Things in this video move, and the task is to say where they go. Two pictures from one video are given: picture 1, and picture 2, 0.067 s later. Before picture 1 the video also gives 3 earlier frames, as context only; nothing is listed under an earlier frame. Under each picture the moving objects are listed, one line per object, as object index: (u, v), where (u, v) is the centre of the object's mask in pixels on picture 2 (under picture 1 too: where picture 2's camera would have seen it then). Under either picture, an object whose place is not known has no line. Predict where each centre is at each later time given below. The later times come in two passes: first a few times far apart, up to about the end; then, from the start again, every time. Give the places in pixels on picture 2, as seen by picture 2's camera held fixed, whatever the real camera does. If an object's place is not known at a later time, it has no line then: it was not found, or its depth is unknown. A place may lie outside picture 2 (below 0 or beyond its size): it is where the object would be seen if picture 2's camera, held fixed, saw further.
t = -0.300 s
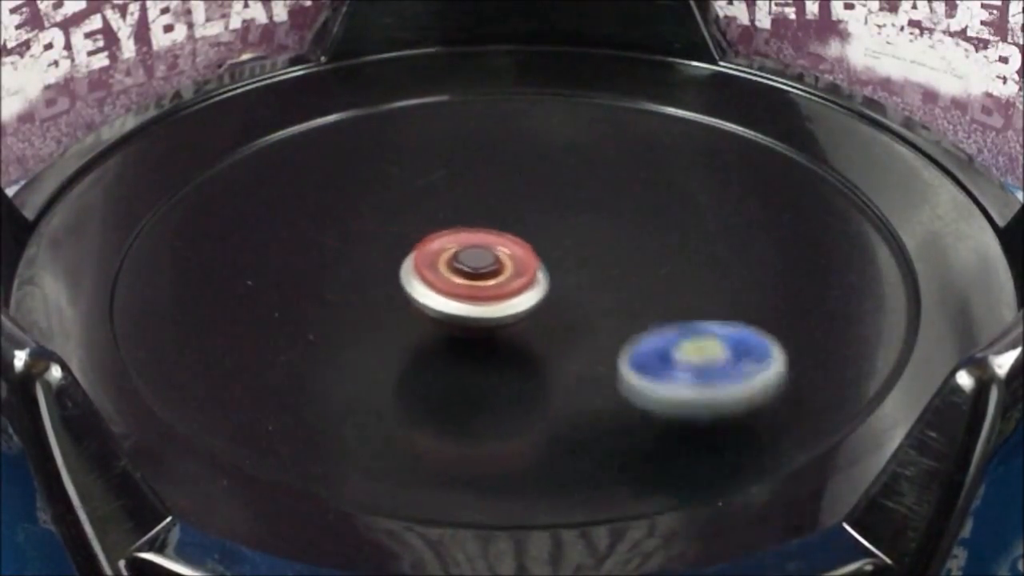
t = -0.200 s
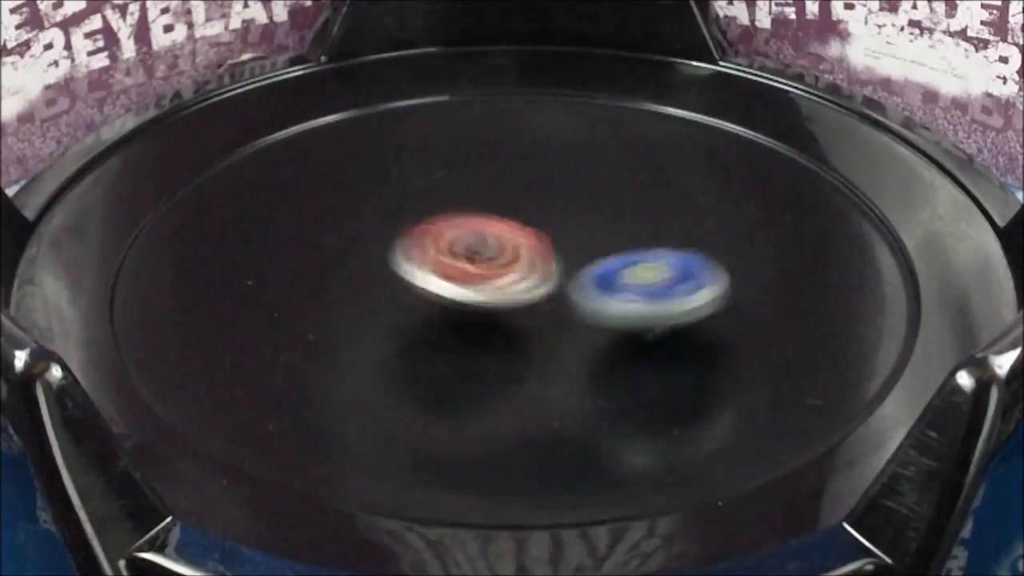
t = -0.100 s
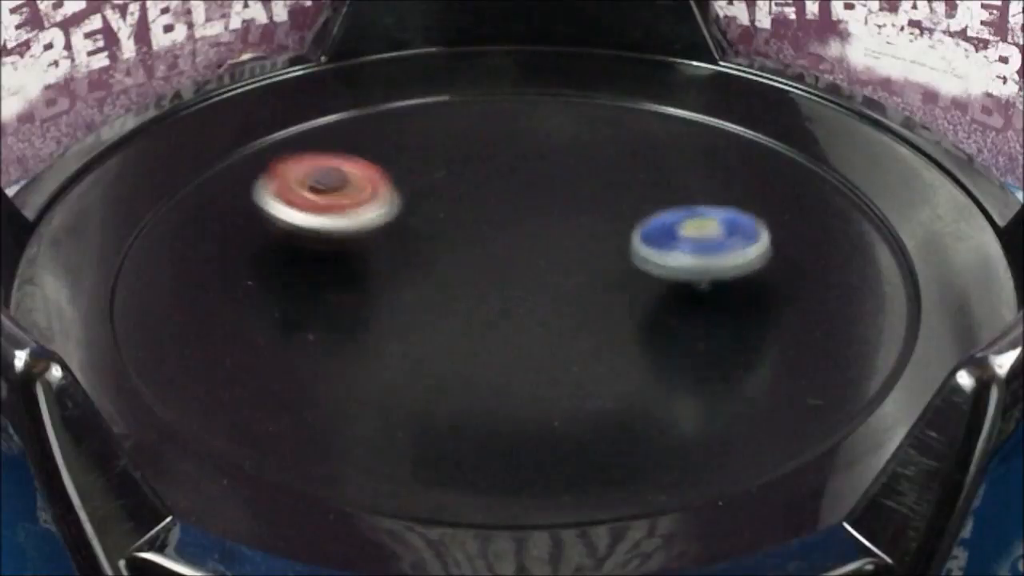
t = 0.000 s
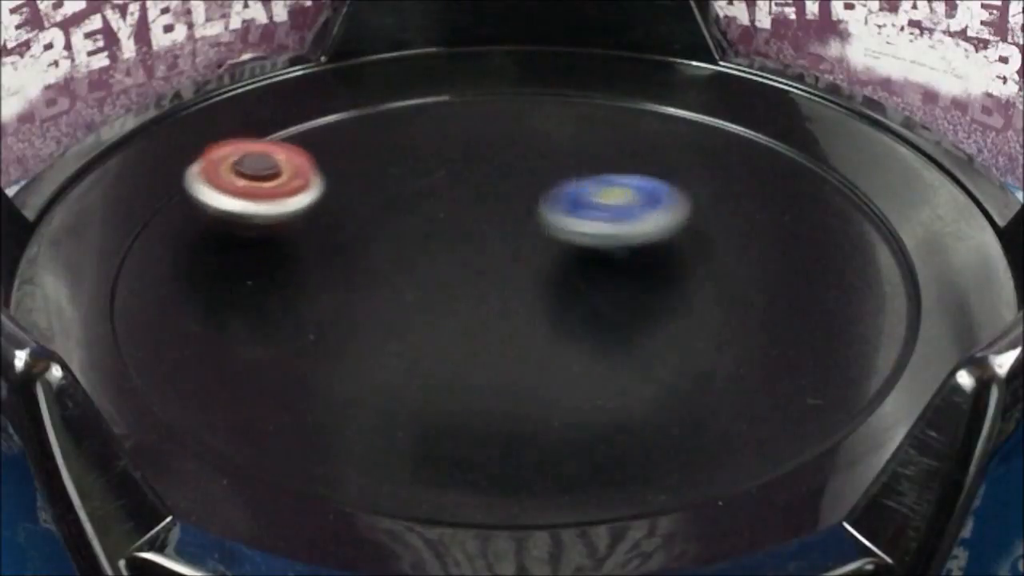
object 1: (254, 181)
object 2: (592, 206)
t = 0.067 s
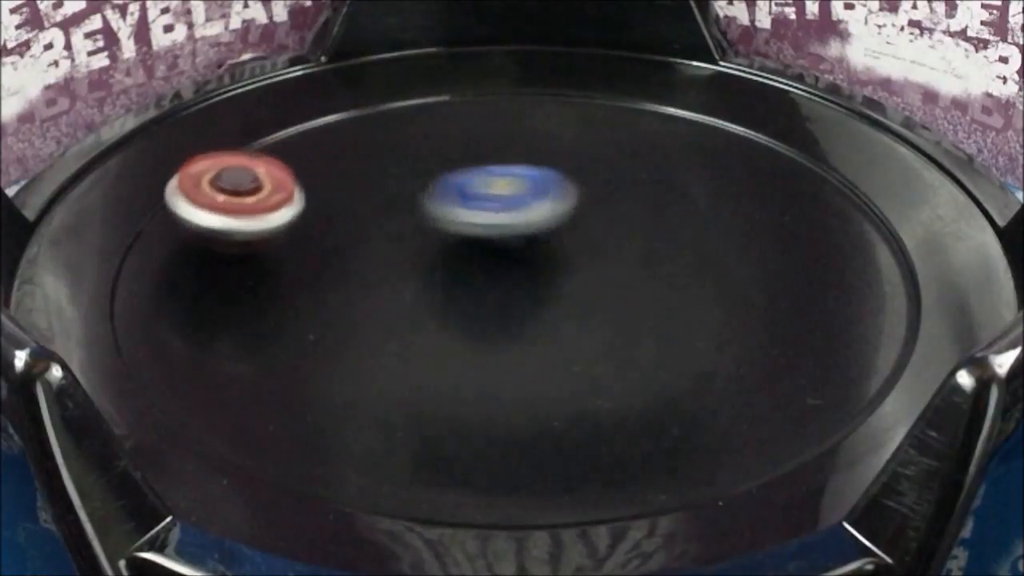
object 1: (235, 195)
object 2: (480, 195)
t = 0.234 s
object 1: (85, 131)
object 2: (501, 229)
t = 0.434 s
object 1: (409, 333)
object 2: (671, 278)
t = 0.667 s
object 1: (467, 487)
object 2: (637, 22)
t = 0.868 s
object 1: (546, 470)
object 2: (341, 50)
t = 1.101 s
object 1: (664, 362)
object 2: (56, 146)
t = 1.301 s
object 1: (612, 260)
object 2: (304, 272)
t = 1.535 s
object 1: (482, 187)
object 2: (604, 250)
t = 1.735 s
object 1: (383, 181)
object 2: (539, 111)
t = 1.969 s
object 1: (349, 208)
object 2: (253, 112)
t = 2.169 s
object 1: (415, 237)
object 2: (275, 305)
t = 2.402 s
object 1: (501, 229)
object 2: (740, 290)
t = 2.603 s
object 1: (555, 213)
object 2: (759, 110)
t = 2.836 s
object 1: (587, 198)
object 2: (431, 77)
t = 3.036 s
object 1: (591, 198)
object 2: (267, 246)
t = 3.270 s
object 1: (580, 219)
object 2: (646, 387)
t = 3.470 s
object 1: (571, 249)
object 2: (888, 238)
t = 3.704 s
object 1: (568, 286)
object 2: (660, 110)
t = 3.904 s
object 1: (574, 309)
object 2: (353, 167)
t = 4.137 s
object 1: (573, 319)
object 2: (299, 381)
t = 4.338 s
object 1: (557, 317)
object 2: (686, 426)
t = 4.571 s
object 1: (510, 305)
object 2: (813, 241)
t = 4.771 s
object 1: (462, 290)
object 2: (551, 145)
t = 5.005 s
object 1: (413, 276)
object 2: (191, 202)
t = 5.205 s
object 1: (394, 266)
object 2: (170, 365)
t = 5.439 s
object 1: (398, 258)
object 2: (616, 400)
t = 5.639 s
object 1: (420, 247)
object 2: (690, 227)
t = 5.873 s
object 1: (462, 233)
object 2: (412, 108)
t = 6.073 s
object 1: (495, 216)
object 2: (158, 155)
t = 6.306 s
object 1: (526, 205)
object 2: (243, 348)
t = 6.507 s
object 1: (539, 202)
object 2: (626, 344)
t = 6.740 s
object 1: (547, 208)
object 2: (677, 163)
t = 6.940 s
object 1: (552, 226)
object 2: (488, 76)
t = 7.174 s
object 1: (559, 259)
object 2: (247, 154)
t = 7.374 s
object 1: (570, 284)
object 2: (345, 334)
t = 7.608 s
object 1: (639, 190)
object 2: (635, 439)
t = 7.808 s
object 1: (545, 182)
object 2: (859, 321)
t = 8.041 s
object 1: (455, 211)
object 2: (756, 180)
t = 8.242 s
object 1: (416, 247)
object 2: (471, 166)
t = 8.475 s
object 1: (481, 361)
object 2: (212, 165)
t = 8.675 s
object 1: (577, 353)
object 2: (107, 283)
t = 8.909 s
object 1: (611, 317)
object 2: (410, 402)
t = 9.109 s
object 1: (570, 254)
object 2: (662, 312)
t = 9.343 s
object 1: (453, 228)
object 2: (587, 156)
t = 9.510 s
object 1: (410, 228)
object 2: (422, 104)
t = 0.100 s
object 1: (235, 204)
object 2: (415, 195)
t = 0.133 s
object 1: (237, 211)
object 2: (358, 199)
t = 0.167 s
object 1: (139, 179)
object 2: (388, 192)
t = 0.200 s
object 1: (68, 156)
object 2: (439, 199)
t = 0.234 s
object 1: (85, 131)
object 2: (501, 229)
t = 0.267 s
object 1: (116, 139)
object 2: (547, 225)
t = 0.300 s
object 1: (151, 189)
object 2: (590, 243)
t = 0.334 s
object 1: (193, 269)
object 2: (628, 262)
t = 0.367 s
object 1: (259, 283)
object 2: (653, 272)
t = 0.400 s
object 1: (332, 300)
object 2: (669, 277)
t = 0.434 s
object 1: (409, 333)
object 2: (671, 278)
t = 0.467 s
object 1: (486, 337)
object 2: (662, 276)
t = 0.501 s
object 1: (560, 337)
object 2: (643, 270)
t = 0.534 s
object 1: (564, 374)
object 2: (647, 228)
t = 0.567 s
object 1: (534, 419)
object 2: (667, 165)
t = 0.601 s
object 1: (508, 449)
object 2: (675, 107)
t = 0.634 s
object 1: (483, 469)
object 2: (667, 55)
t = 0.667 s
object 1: (467, 487)
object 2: (637, 22)
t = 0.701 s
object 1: (461, 496)
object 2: (594, 21)
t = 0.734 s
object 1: (465, 496)
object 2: (550, 37)
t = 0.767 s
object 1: (481, 492)
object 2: (498, 36)
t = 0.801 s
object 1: (501, 486)
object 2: (448, 42)
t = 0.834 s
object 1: (524, 478)
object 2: (393, 46)
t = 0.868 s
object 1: (546, 470)
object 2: (341, 50)
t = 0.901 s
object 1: (568, 459)
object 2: (288, 59)
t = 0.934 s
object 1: (588, 448)
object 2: (235, 70)
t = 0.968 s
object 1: (610, 437)
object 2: (179, 85)
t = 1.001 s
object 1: (627, 418)
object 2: (128, 100)
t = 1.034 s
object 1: (641, 401)
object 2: (85, 116)
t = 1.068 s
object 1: (654, 383)
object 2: (48, 148)
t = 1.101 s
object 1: (664, 362)
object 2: (56, 146)
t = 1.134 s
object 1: (671, 343)
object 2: (87, 147)
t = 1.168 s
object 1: (671, 322)
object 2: (124, 181)
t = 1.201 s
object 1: (662, 304)
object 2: (169, 205)
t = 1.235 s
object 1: (649, 288)
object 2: (210, 228)
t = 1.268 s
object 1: (631, 273)
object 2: (258, 249)
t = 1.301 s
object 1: (612, 260)
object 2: (304, 272)
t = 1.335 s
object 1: (595, 250)
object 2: (358, 289)
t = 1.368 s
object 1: (576, 241)
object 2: (418, 298)
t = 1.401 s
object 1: (558, 229)
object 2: (473, 298)
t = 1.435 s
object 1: (542, 214)
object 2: (515, 295)
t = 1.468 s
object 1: (523, 203)
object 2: (553, 285)
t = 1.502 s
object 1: (504, 194)
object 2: (582, 271)
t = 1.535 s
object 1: (482, 187)
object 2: (604, 250)
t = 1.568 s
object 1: (462, 182)
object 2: (616, 228)
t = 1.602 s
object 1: (442, 180)
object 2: (621, 202)
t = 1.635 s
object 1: (424, 180)
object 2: (612, 180)
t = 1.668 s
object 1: (408, 180)
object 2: (594, 155)
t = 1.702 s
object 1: (394, 181)
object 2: (570, 130)
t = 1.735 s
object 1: (383, 181)
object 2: (539, 111)
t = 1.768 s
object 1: (373, 182)
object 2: (501, 95)
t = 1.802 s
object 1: (363, 184)
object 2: (460, 83)
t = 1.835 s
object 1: (356, 186)
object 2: (417, 75)
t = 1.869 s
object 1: (349, 192)
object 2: (374, 72)
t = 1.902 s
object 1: (345, 197)
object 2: (337, 75)
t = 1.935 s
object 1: (346, 202)
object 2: (292, 92)
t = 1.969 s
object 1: (349, 208)
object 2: (253, 112)
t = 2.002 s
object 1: (354, 216)
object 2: (222, 136)
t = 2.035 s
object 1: (363, 221)
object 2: (203, 164)
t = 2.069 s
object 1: (375, 227)
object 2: (197, 195)
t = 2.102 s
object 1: (388, 231)
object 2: (205, 235)
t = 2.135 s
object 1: (401, 234)
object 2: (232, 272)
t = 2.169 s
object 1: (415, 237)
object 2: (275, 305)
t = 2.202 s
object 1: (429, 237)
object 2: (335, 334)
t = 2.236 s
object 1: (442, 237)
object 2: (410, 351)
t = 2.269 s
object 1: (454, 235)
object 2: (487, 359)
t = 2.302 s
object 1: (466, 234)
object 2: (566, 357)
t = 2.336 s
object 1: (477, 232)
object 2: (637, 343)
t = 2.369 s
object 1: (489, 231)
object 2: (695, 321)
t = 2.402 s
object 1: (501, 229)
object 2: (740, 290)
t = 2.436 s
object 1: (512, 228)
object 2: (773, 258)
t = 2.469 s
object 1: (523, 226)
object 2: (791, 225)
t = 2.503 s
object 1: (534, 223)
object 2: (796, 193)
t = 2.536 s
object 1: (543, 220)
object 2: (793, 163)
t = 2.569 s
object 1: (550, 216)
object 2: (780, 135)
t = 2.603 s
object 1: (555, 213)
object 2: (759, 110)
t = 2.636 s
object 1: (560, 210)
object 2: (719, 94)
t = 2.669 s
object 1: (565, 208)
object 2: (672, 82)
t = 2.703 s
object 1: (570, 206)
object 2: (623, 73)
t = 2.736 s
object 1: (576, 204)
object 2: (574, 66)
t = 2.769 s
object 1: (581, 202)
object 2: (524, 64)
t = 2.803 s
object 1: (585, 199)
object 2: (477, 68)
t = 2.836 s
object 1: (587, 198)
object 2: (431, 77)
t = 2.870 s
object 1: (588, 197)
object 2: (386, 93)
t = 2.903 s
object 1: (589, 197)
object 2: (349, 113)
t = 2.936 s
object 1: (590, 196)
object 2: (314, 137)
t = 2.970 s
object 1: (591, 197)
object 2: (288, 169)
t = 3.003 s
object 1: (591, 197)
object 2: (270, 205)
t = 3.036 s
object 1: (591, 198)
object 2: (267, 246)
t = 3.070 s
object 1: (590, 200)
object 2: (281, 284)
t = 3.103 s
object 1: (589, 202)
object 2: (312, 318)
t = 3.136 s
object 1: (588, 203)
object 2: (358, 351)
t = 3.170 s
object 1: (586, 207)
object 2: (418, 374)
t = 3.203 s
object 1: (584, 210)
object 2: (491, 388)
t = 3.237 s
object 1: (582, 214)
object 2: (569, 393)
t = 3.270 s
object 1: (580, 219)
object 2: (646, 387)
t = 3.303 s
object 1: (578, 224)
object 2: (716, 373)
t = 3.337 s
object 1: (577, 229)
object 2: (777, 352)
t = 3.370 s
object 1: (575, 234)
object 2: (825, 327)
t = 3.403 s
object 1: (573, 239)
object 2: (859, 298)
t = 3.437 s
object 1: (572, 244)
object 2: (883, 270)
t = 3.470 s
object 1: (571, 249)
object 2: (888, 238)
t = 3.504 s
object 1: (570, 255)
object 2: (868, 211)
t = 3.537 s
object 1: (569, 260)
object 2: (848, 184)
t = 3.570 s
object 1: (568, 265)
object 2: (823, 163)
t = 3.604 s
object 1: (567, 271)
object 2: (791, 143)
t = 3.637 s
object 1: (567, 276)
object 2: (752, 128)
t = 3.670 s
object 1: (568, 281)
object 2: (708, 116)
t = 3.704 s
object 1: (568, 286)
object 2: (660, 110)
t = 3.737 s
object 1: (570, 290)
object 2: (610, 108)
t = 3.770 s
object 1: (571, 295)
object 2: (558, 109)
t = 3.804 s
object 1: (572, 300)
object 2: (506, 115)
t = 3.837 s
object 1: (573, 303)
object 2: (453, 127)
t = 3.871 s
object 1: (574, 307)
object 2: (400, 144)
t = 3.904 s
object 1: (574, 309)
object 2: (353, 167)
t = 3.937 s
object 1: (574, 312)
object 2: (311, 190)
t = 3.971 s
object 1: (575, 314)
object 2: (273, 218)
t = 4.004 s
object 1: (575, 316)
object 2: (251, 249)
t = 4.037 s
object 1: (575, 318)
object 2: (242, 281)
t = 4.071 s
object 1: (575, 319)
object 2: (245, 315)
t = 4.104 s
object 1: (574, 319)
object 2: (265, 349)
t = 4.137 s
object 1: (573, 319)
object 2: (299, 381)
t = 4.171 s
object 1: (571, 320)
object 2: (349, 407)
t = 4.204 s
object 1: (570, 320)
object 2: (411, 429)
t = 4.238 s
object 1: (568, 320)
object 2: (482, 443)
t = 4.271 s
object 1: (565, 319)
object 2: (556, 444)
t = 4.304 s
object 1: (561, 318)
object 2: (627, 439)
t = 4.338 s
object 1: (557, 317)
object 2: (686, 426)
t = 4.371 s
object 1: (551, 316)
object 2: (743, 406)
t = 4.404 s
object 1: (545, 314)
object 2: (788, 380)
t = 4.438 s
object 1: (539, 313)
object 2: (818, 353)
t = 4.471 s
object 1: (532, 312)
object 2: (838, 324)
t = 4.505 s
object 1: (524, 309)
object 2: (841, 295)
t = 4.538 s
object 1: (517, 307)
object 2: (834, 266)
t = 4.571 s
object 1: (510, 305)
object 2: (813, 241)
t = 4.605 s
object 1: (502, 303)
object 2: (785, 216)
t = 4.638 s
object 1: (495, 301)
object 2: (749, 195)
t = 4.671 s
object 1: (487, 298)
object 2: (705, 177)
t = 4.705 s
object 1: (479, 295)
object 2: (656, 165)
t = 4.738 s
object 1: (470, 293)
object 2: (605, 154)
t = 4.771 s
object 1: (462, 290)
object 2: (551, 145)
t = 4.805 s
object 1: (454, 288)
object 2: (495, 140)
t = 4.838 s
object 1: (445, 286)
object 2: (440, 139)
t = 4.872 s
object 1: (438, 284)
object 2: (384, 143)
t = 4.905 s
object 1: (431, 282)
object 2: (329, 152)
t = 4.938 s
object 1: (424, 280)
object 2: (276, 165)
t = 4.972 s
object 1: (418, 278)
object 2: (232, 181)
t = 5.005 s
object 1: (413, 276)
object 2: (191, 202)
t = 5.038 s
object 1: (408, 274)
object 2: (160, 226)
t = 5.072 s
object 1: (403, 271)
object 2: (137, 252)
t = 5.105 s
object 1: (400, 270)
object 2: (126, 279)
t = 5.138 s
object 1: (397, 269)
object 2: (126, 308)
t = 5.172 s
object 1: (395, 267)
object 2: (139, 337)
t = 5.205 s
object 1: (394, 266)
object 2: (170, 365)
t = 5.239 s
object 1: (394, 265)
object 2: (221, 394)
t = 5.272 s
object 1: (395, 263)
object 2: (286, 417)
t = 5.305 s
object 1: (394, 262)
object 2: (359, 432)
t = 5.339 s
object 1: (395, 261)
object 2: (432, 437)
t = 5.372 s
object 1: (395, 260)
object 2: (499, 433)
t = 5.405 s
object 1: (397, 259)
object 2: (558, 421)
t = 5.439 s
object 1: (398, 258)
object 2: (616, 400)
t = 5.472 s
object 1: (401, 257)
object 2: (659, 376)
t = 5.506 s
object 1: (404, 255)
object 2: (691, 348)
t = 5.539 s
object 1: (407, 253)
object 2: (708, 319)
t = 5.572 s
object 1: (411, 252)
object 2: (714, 288)
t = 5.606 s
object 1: (415, 250)
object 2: (708, 257)
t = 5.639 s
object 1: (420, 247)
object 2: (690, 227)
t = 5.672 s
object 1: (427, 245)
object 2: (664, 202)
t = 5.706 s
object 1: (432, 244)
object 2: (633, 179)
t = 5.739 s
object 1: (436, 242)
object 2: (596, 158)
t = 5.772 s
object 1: (441, 240)
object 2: (553, 140)
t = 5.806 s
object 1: (447, 237)
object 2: (508, 124)
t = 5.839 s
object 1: (454, 236)
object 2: (461, 115)
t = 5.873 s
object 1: (462, 233)
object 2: (412, 108)
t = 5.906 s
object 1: (469, 230)
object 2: (364, 105)
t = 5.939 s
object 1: (475, 227)
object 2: (319, 106)
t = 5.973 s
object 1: (481, 224)
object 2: (273, 113)
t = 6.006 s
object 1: (486, 221)
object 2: (233, 123)
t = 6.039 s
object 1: (490, 219)
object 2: (193, 137)
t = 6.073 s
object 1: (495, 216)
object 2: (158, 155)
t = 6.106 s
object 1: (500, 214)
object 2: (133, 177)
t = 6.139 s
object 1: (505, 212)
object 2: (118, 207)
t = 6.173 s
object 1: (510, 210)
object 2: (116, 239)
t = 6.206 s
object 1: (515, 208)
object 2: (126, 268)
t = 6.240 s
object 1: (519, 207)
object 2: (151, 298)
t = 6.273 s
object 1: (523, 206)
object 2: (190, 325)
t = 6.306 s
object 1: (526, 205)
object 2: (243, 348)
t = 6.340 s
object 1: (528, 204)
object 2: (307, 366)
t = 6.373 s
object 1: (531, 203)
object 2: (378, 377)
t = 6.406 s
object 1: (534, 202)
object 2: (449, 381)
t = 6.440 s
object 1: (536, 202)
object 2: (516, 375)
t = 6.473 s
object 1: (538, 202)
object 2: (577, 361)
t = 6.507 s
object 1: (539, 202)
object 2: (626, 344)
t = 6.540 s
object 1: (540, 202)
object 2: (660, 320)
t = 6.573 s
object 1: (542, 203)
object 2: (688, 294)
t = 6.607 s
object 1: (543, 203)
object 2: (703, 266)
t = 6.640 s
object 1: (544, 204)
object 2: (708, 240)
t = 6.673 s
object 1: (545, 205)
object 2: (706, 212)
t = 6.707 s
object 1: (546, 206)
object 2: (695, 185)
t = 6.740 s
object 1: (547, 208)
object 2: (677, 163)
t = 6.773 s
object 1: (548, 210)
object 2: (655, 142)
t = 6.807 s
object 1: (549, 213)
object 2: (627, 122)
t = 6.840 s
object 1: (550, 216)
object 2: (597, 105)
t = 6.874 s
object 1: (551, 219)
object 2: (562, 91)
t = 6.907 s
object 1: (551, 222)
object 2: (526, 82)
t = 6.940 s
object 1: (552, 226)
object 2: (488, 76)
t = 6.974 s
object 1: (553, 230)
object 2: (448, 74)
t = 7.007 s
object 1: (554, 235)
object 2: (409, 74)
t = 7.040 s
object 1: (554, 240)
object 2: (370, 81)
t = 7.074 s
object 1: (555, 244)
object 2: (332, 97)
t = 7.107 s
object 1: (556, 249)
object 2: (298, 112)
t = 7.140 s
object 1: (557, 253)
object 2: (268, 130)
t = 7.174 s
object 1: (559, 259)
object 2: (247, 154)
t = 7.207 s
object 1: (560, 264)
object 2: (237, 182)
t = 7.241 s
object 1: (562, 268)
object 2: (233, 215)
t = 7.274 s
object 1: (564, 273)
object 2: (241, 249)
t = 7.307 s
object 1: (565, 277)
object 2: (264, 279)
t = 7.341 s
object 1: (567, 281)
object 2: (299, 309)
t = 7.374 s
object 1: (570, 284)
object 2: (345, 334)
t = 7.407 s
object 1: (572, 288)
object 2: (399, 351)
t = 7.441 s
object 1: (575, 290)
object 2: (456, 362)
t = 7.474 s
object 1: (591, 277)
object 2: (494, 382)
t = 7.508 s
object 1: (618, 248)
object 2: (519, 410)
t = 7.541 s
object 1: (634, 225)
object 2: (550, 428)
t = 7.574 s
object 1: (641, 205)
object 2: (589, 438)
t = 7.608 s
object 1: (639, 190)
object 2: (635, 439)
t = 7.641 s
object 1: (629, 182)
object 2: (685, 434)
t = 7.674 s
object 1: (613, 179)
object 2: (736, 418)
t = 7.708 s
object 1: (595, 179)
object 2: (775, 396)
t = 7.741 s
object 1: (579, 179)
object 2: (805, 371)
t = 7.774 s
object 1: (562, 180)
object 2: (834, 347)
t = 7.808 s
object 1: (545, 182)
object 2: (859, 321)
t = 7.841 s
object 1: (530, 184)
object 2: (873, 297)
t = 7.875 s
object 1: (514, 188)
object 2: (876, 272)
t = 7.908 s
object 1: (500, 191)
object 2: (869, 247)
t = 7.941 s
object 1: (487, 196)
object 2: (853, 226)
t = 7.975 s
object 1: (475, 201)
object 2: (827, 208)
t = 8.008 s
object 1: (464, 206)
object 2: (793, 192)
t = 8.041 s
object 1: (455, 211)
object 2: (756, 180)
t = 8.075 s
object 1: (446, 217)
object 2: (712, 168)
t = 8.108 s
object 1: (438, 222)
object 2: (663, 163)
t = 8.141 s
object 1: (430, 228)
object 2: (618, 159)
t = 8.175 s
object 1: (424, 234)
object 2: (570, 158)
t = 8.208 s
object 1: (419, 241)
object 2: (521, 161)
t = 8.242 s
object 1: (416, 247)
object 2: (471, 166)
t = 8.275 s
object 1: (414, 253)
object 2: (422, 173)
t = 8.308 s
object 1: (413, 267)
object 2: (375, 181)
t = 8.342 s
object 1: (416, 297)
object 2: (336, 164)
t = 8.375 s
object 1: (423, 323)
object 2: (301, 156)
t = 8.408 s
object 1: (437, 342)
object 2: (271, 153)
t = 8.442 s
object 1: (458, 356)
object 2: (242, 156)
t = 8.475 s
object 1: (481, 361)
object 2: (212, 165)
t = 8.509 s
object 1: (502, 362)
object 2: (184, 175)
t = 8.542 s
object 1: (520, 362)
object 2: (153, 191)
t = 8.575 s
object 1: (537, 361)
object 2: (124, 209)
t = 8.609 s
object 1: (552, 359)
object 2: (105, 230)
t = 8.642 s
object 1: (566, 356)
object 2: (100, 255)
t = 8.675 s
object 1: (577, 353)
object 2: (107, 283)
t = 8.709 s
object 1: (586, 349)
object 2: (125, 313)
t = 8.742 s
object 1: (595, 345)
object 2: (150, 338)
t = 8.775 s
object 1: (602, 339)
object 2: (186, 359)
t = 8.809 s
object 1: (607, 335)
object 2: (233, 379)
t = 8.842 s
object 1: (610, 329)
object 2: (288, 394)
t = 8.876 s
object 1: (611, 323)
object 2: (347, 400)
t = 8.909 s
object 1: (611, 317)
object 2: (410, 402)
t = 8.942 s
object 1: (609, 310)
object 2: (478, 397)
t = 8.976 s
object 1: (606, 302)
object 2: (534, 388)
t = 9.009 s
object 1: (600, 292)
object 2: (581, 374)
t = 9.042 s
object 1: (595, 278)
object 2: (620, 359)
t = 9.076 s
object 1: (585, 265)
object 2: (642, 337)
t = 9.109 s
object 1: (570, 254)
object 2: (662, 312)
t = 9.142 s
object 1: (554, 246)
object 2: (670, 286)
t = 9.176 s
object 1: (536, 239)
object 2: (670, 260)
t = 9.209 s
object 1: (518, 236)
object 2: (664, 237)
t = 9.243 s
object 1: (501, 234)
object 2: (653, 214)
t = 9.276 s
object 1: (483, 232)
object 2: (635, 192)
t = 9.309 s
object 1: (466, 230)
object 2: (614, 174)
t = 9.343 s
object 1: (453, 228)
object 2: (587, 156)
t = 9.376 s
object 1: (442, 228)
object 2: (557, 141)
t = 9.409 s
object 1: (433, 228)
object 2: (525, 128)
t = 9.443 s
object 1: (424, 227)
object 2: (491, 117)
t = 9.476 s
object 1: (416, 227)
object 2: (457, 108)
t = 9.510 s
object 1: (410, 228)
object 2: (422, 104)
